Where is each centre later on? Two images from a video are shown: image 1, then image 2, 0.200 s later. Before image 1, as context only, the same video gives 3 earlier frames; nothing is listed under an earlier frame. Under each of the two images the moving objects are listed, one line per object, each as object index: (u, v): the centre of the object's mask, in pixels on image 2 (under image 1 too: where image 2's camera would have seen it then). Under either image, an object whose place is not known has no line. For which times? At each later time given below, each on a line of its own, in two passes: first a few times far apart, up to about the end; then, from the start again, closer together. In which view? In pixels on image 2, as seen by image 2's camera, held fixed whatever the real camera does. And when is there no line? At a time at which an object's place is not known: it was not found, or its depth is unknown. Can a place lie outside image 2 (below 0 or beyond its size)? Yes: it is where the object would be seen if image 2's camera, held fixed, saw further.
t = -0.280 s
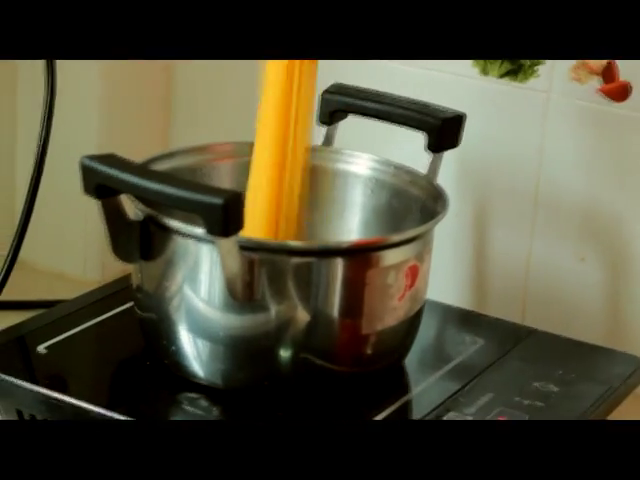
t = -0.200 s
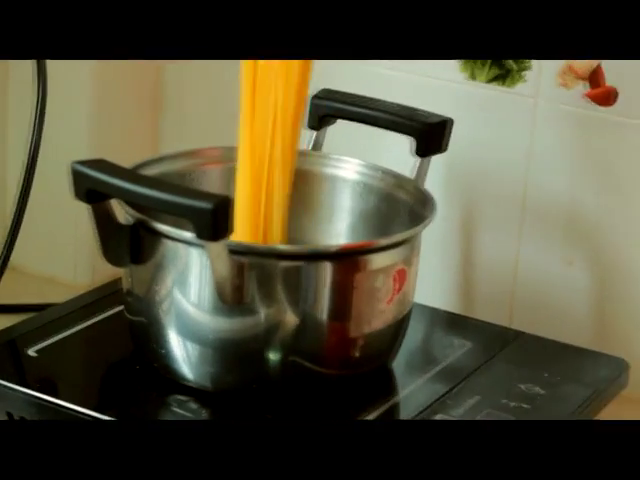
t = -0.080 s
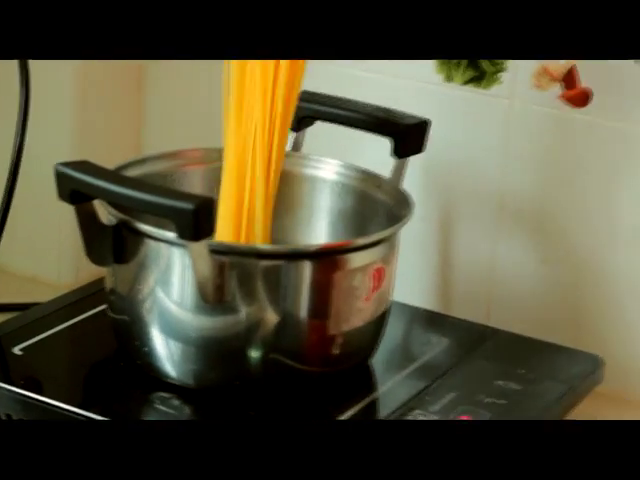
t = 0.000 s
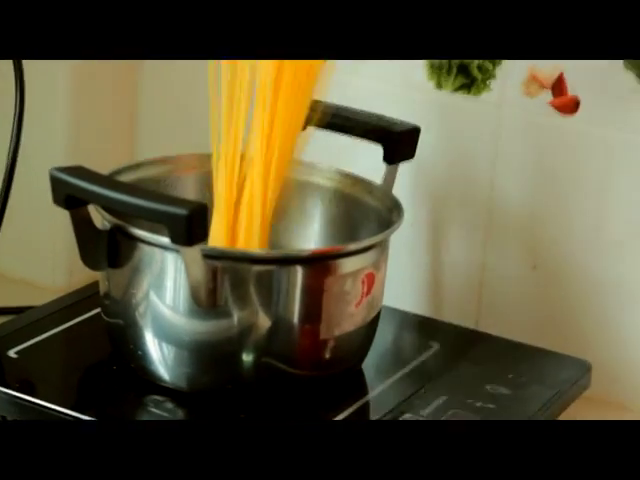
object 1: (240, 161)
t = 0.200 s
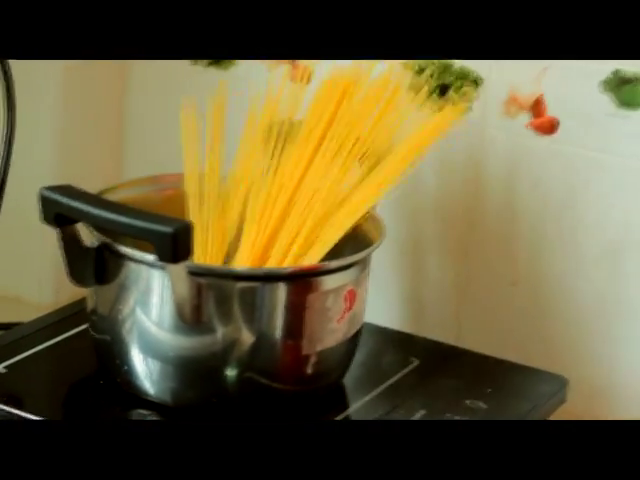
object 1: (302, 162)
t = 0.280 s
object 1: (298, 177)
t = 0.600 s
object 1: (293, 184)
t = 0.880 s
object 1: (293, 184)
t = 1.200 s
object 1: (293, 185)
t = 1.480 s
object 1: (293, 185)
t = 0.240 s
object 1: (302, 170)
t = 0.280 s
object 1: (298, 177)
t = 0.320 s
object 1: (295, 182)
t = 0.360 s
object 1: (294, 184)
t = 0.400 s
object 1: (294, 185)
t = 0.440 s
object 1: (294, 184)
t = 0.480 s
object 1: (293, 184)
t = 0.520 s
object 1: (293, 184)
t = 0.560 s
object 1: (293, 184)
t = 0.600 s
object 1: (293, 184)
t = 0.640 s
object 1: (293, 183)
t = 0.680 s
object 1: (293, 184)
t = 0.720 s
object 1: (293, 184)
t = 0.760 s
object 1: (293, 184)
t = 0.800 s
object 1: (294, 184)
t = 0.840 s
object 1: (294, 184)
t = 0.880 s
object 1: (293, 184)
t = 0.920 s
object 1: (293, 184)
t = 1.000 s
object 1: (294, 184)
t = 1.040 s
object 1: (294, 185)
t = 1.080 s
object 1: (293, 185)
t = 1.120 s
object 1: (293, 185)
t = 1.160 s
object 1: (293, 185)
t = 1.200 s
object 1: (293, 185)
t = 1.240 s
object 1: (293, 185)
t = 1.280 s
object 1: (294, 185)
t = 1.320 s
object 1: (293, 184)
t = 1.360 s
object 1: (293, 184)
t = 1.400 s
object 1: (293, 185)
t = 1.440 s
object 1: (293, 185)
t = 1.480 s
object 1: (293, 185)
